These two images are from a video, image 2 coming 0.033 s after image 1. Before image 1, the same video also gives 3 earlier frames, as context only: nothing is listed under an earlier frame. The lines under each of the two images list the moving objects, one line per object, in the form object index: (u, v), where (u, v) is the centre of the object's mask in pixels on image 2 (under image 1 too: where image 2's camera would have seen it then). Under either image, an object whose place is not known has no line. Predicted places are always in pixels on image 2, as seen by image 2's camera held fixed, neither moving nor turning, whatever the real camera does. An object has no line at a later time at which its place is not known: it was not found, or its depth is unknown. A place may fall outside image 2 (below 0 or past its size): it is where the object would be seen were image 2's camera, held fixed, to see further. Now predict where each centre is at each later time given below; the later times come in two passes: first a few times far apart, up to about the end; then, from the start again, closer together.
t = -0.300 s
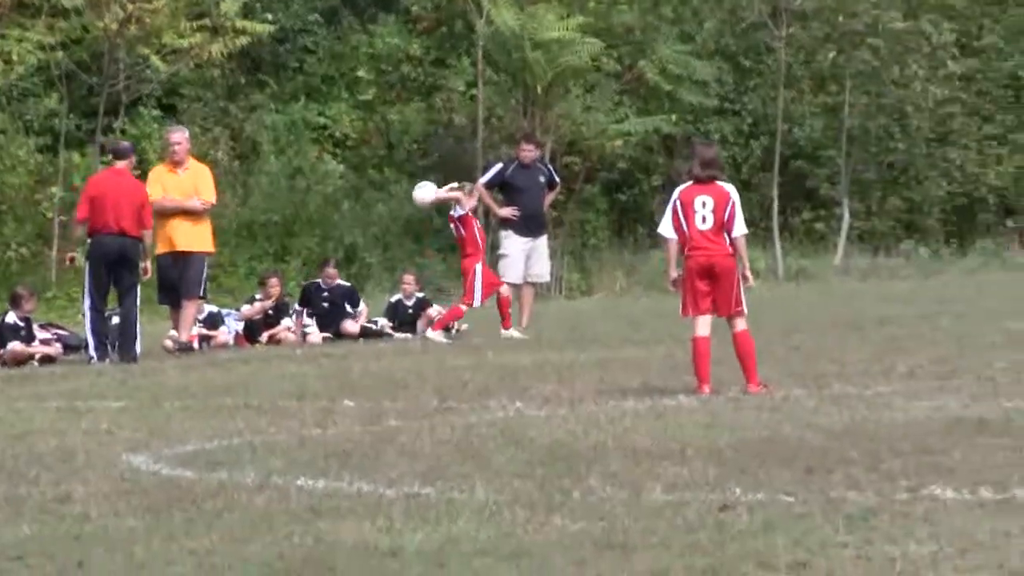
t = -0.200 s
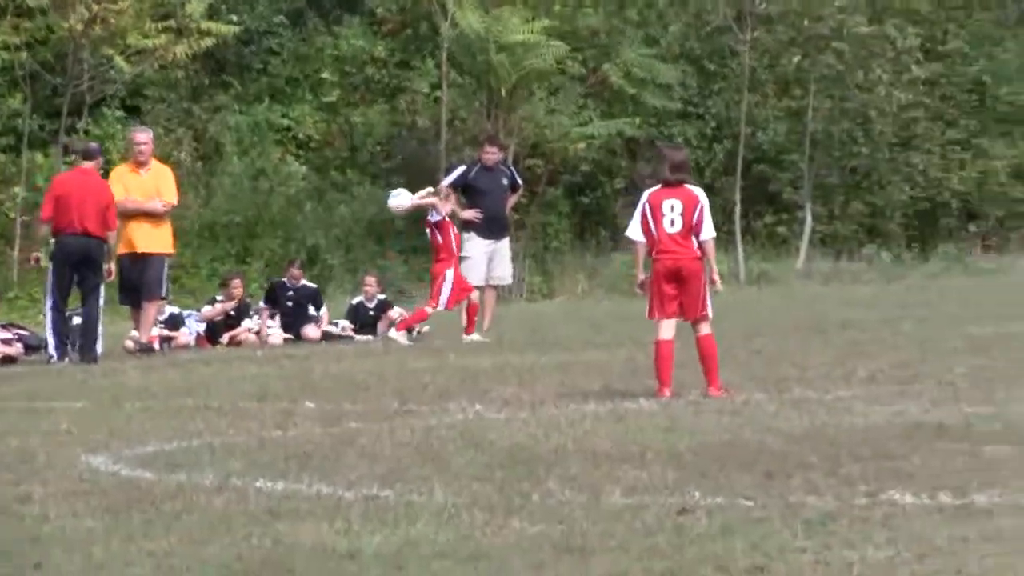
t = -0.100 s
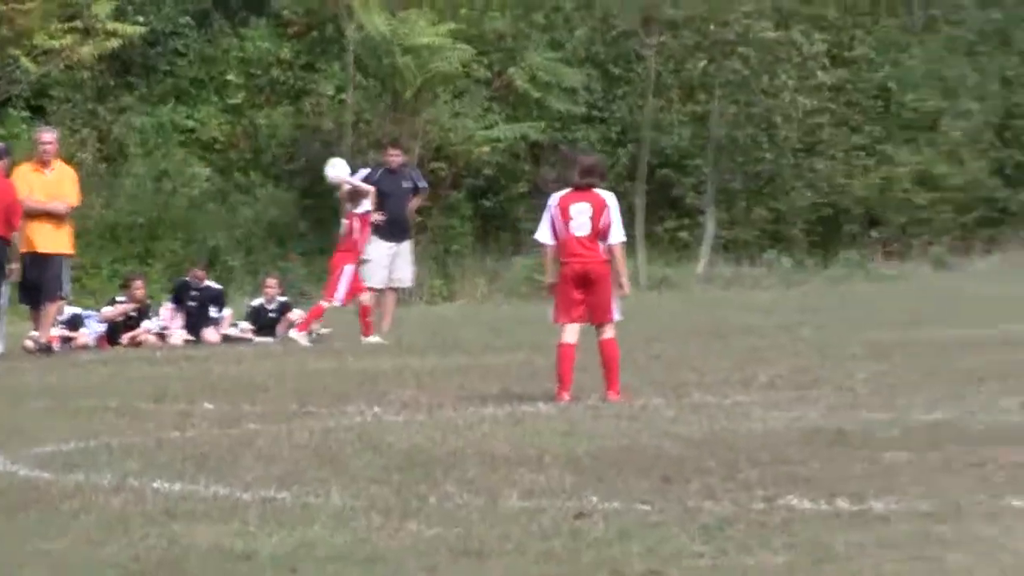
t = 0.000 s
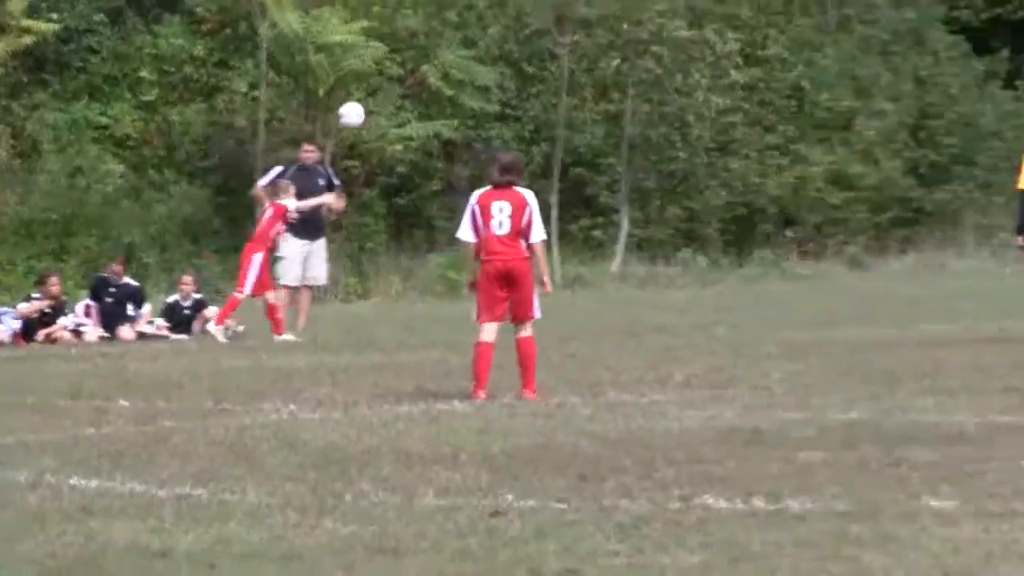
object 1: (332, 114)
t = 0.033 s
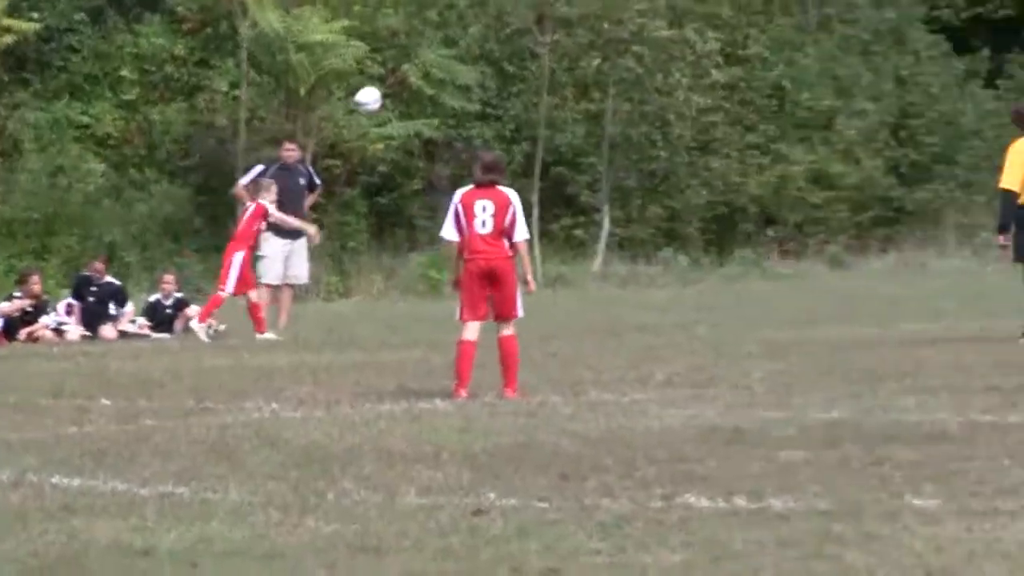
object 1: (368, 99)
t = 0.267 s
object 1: (612, 39)
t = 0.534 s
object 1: (871, 50)
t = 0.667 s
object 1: (1005, 86)
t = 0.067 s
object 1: (403, 87)
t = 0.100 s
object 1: (439, 75)
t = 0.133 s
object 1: (475, 65)
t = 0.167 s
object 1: (510, 57)
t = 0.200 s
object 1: (544, 50)
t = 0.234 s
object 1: (579, 44)
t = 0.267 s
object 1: (612, 39)
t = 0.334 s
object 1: (671, 34)
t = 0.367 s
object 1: (703, 34)
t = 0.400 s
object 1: (737, 34)
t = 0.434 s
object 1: (770, 37)
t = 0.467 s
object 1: (804, 40)
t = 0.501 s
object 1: (837, 45)
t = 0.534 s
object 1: (871, 50)
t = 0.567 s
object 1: (904, 59)
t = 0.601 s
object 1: (938, 66)
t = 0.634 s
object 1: (972, 75)
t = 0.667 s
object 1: (1005, 86)
